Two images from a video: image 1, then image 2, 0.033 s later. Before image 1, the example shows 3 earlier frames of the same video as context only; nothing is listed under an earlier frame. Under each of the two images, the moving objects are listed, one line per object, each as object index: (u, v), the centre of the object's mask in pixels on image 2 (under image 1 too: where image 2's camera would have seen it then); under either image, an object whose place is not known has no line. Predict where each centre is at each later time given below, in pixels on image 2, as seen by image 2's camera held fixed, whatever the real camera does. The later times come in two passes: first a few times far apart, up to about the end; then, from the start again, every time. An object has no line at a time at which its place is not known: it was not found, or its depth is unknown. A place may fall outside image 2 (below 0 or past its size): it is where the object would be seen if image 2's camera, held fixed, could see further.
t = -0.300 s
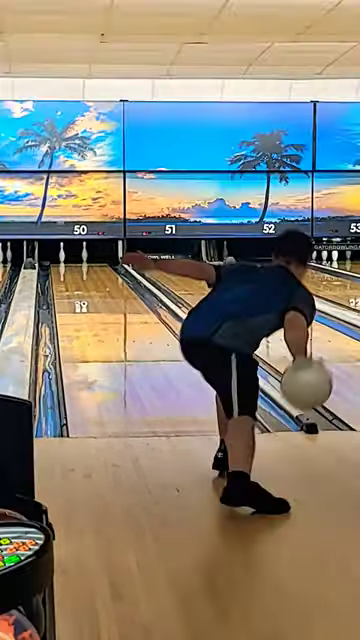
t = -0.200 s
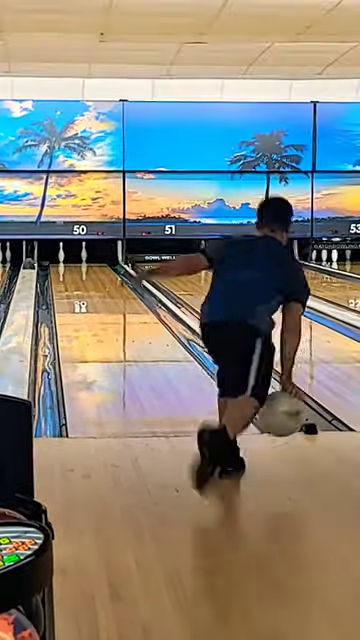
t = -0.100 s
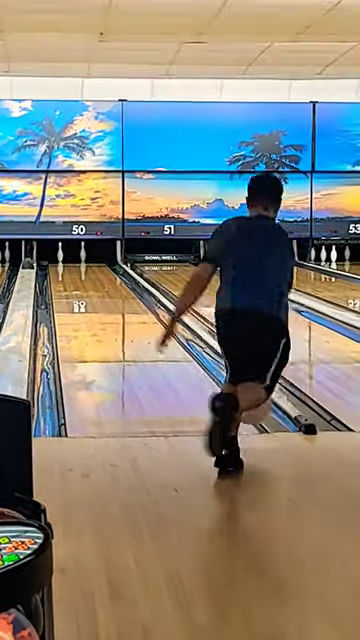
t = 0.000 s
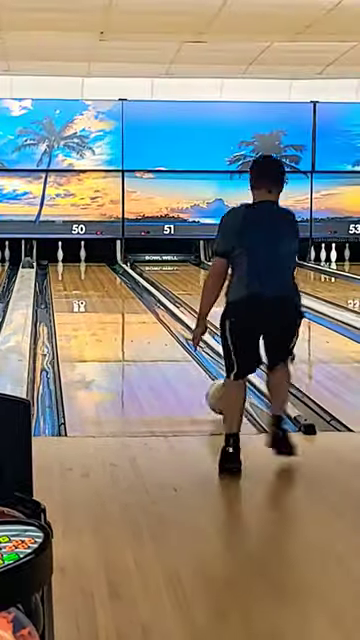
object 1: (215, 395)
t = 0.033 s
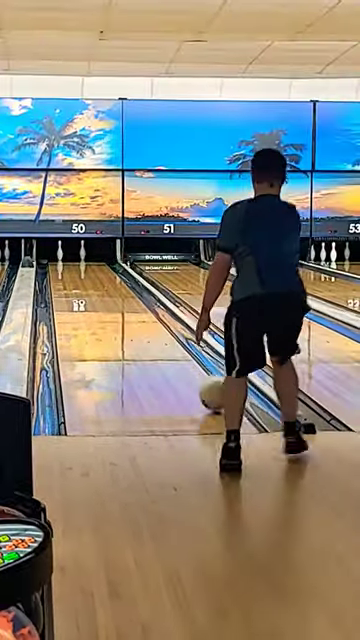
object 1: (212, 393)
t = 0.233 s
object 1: (180, 360)
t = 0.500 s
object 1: (146, 330)
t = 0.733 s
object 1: (125, 311)
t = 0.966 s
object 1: (109, 297)
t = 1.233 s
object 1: (95, 284)
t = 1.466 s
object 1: (85, 276)
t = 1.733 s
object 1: (75, 268)
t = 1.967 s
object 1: (67, 262)
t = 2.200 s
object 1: (58, 258)
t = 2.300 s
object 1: (55, 256)
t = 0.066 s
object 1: (209, 384)
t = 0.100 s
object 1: (202, 380)
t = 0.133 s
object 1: (197, 375)
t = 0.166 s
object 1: (190, 369)
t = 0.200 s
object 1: (185, 365)
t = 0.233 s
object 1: (180, 360)
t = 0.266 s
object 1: (175, 355)
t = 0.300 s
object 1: (171, 350)
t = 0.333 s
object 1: (166, 347)
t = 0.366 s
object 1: (161, 343)
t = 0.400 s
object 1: (157, 338)
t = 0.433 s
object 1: (154, 336)
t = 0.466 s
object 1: (150, 333)
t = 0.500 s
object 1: (146, 330)
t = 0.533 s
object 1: (143, 326)
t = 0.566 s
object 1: (140, 323)
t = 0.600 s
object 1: (136, 320)
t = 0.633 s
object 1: (133, 318)
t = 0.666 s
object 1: (130, 316)
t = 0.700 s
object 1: (128, 313)
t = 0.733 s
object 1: (125, 311)
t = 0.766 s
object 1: (123, 308)
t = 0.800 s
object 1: (120, 306)
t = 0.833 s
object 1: (118, 304)
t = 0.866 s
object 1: (116, 303)
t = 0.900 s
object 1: (114, 301)
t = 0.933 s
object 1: (112, 299)
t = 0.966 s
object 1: (109, 297)
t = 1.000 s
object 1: (107, 295)
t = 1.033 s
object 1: (105, 293)
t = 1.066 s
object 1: (104, 292)
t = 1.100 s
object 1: (102, 290)
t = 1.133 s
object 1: (100, 288)
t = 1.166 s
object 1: (98, 287)
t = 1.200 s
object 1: (97, 286)
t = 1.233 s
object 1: (95, 284)
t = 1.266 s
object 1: (93, 283)
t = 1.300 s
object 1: (92, 281)
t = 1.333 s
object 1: (90, 281)
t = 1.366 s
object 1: (89, 279)
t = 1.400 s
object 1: (87, 278)
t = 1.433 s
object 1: (86, 277)
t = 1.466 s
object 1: (85, 276)
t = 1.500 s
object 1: (83, 275)
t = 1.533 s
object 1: (82, 274)
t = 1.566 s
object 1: (81, 272)
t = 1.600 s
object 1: (79, 272)
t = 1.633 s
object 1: (79, 271)
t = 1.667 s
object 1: (77, 270)
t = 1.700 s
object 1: (76, 269)
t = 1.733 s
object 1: (75, 268)
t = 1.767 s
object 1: (74, 267)
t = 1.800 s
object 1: (72, 266)
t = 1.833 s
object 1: (71, 265)
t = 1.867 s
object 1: (70, 265)
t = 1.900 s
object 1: (69, 264)
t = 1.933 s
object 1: (68, 263)
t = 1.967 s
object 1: (67, 262)
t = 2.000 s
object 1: (66, 261)
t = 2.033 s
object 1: (64, 261)
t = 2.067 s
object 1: (63, 260)
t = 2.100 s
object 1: (62, 260)
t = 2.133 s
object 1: (61, 259)
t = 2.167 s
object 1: (60, 258)
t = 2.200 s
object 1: (58, 258)
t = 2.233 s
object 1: (57, 257)
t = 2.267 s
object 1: (56, 256)
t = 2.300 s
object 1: (55, 256)
